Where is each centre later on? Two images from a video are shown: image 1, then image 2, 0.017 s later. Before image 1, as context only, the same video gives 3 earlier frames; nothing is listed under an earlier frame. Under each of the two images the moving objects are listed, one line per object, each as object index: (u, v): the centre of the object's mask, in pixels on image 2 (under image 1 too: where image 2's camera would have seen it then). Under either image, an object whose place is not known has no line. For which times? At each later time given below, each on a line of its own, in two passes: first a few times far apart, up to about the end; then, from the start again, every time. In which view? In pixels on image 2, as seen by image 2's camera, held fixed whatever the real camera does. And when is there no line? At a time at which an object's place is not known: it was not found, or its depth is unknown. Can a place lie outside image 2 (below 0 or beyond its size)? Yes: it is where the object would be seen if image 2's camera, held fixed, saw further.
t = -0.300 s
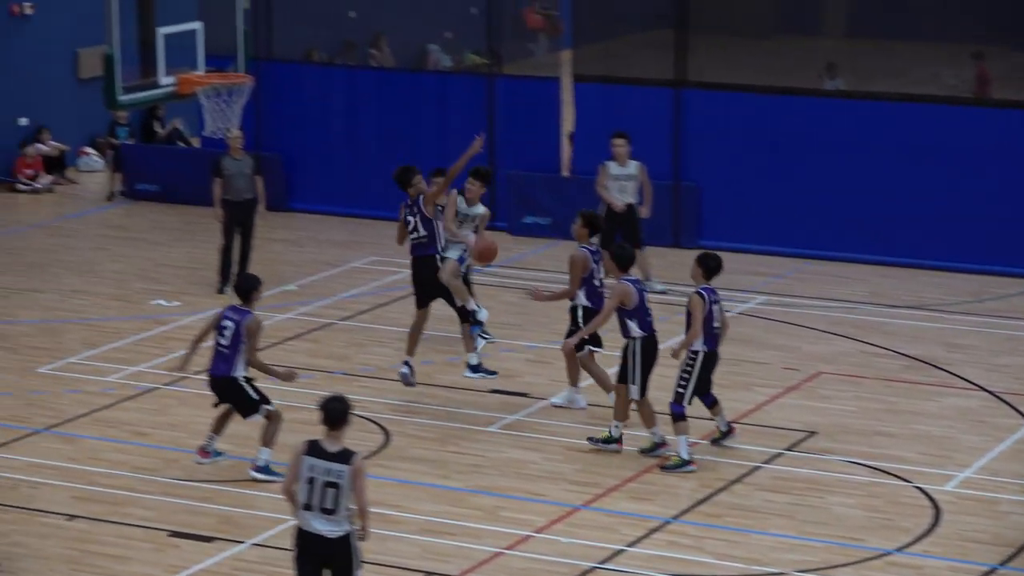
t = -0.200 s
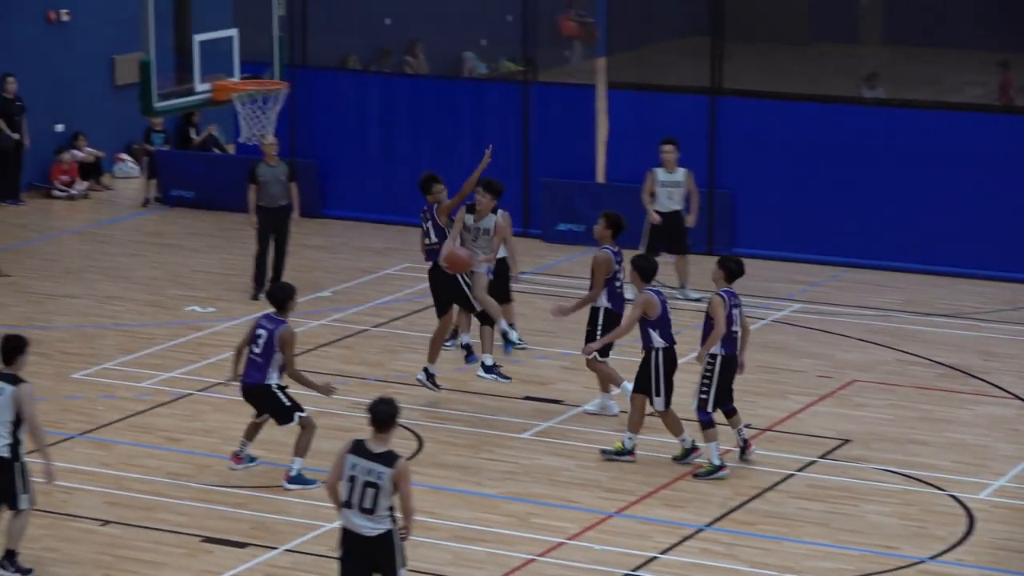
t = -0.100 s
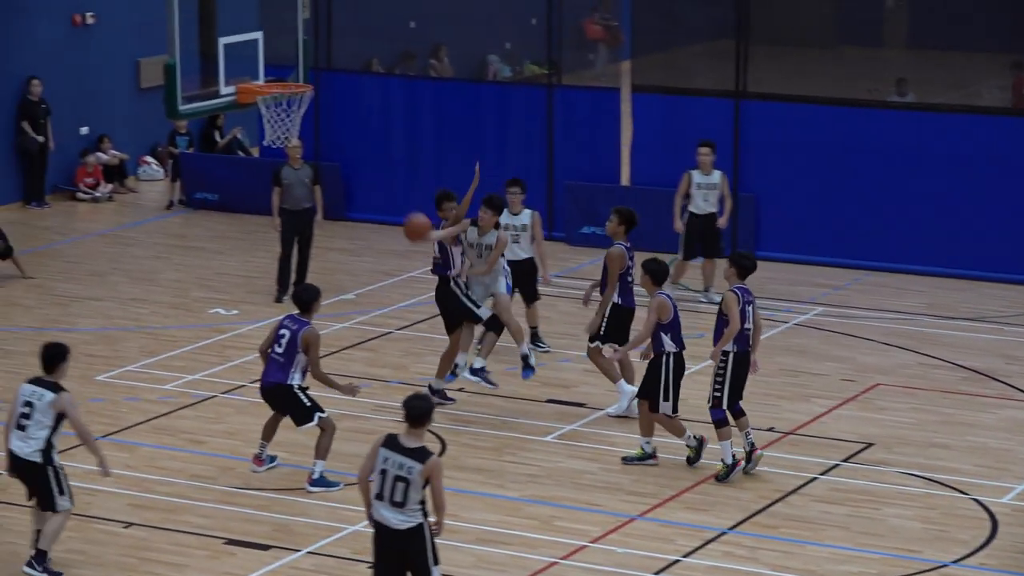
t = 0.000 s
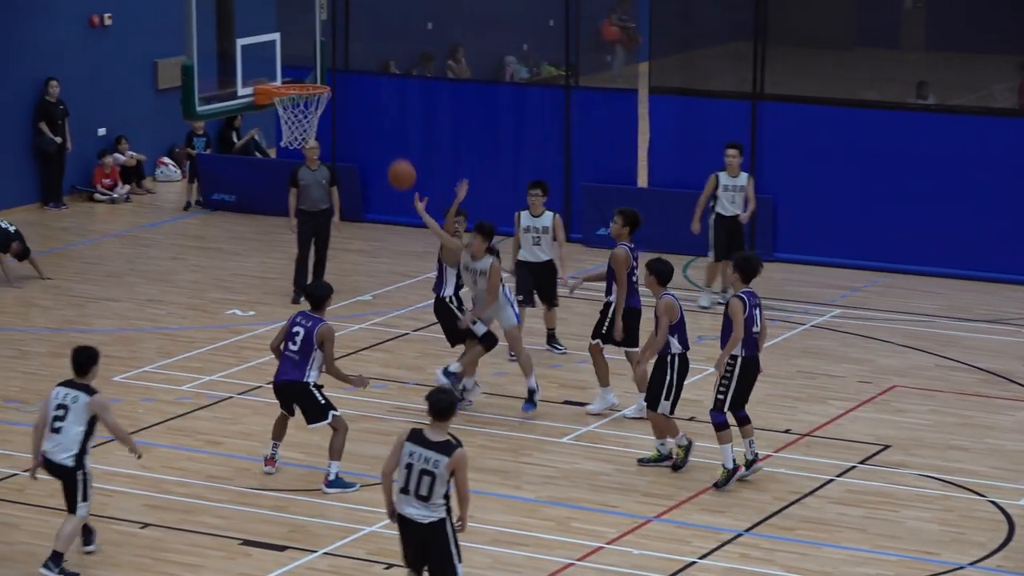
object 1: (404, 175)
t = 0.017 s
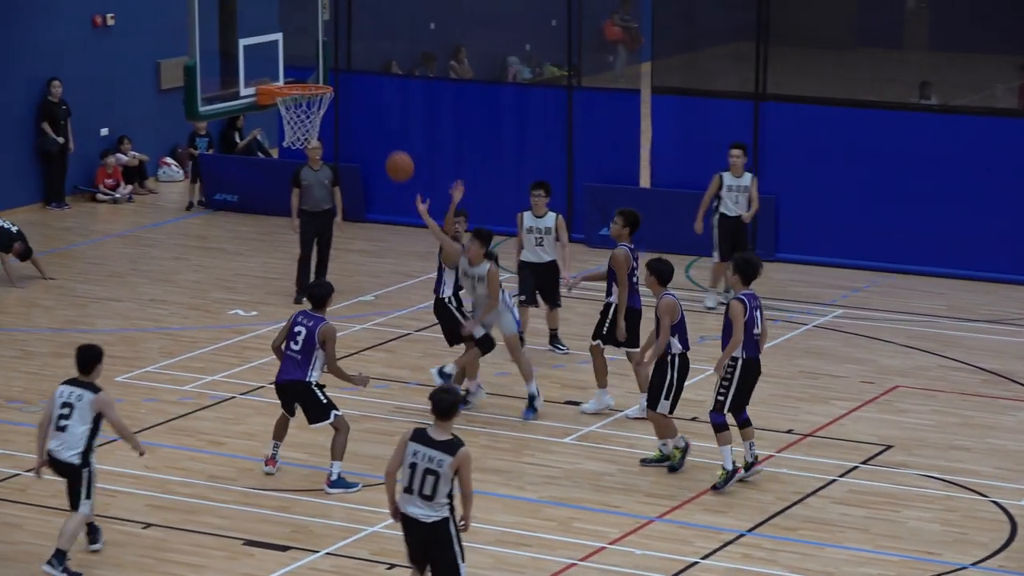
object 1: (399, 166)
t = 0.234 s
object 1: (346, 83)
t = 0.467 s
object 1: (302, 55)
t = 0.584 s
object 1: (302, 65)
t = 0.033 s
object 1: (395, 158)
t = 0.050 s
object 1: (391, 150)
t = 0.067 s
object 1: (387, 143)
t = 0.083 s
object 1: (383, 135)
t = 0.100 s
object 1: (379, 128)
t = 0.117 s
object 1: (375, 121)
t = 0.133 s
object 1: (370, 115)
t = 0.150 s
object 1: (366, 109)
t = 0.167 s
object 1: (362, 103)
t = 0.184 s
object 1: (358, 98)
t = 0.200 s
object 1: (354, 93)
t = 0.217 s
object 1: (350, 88)
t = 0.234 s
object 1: (346, 83)
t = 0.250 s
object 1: (342, 79)
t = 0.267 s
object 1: (338, 75)
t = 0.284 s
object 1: (333, 72)
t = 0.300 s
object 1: (329, 69)
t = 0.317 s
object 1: (325, 66)
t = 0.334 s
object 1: (321, 63)
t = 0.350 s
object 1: (316, 60)
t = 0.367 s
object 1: (311, 59)
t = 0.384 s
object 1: (307, 57)
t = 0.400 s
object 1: (302, 56)
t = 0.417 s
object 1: (302, 55)
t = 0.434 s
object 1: (301, 55)
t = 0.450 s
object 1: (302, 55)
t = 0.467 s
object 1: (302, 55)
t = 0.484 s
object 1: (302, 55)
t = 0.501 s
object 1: (302, 56)
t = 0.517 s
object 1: (302, 57)
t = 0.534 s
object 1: (302, 58)
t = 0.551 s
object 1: (302, 60)
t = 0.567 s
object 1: (302, 63)
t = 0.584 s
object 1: (302, 65)
